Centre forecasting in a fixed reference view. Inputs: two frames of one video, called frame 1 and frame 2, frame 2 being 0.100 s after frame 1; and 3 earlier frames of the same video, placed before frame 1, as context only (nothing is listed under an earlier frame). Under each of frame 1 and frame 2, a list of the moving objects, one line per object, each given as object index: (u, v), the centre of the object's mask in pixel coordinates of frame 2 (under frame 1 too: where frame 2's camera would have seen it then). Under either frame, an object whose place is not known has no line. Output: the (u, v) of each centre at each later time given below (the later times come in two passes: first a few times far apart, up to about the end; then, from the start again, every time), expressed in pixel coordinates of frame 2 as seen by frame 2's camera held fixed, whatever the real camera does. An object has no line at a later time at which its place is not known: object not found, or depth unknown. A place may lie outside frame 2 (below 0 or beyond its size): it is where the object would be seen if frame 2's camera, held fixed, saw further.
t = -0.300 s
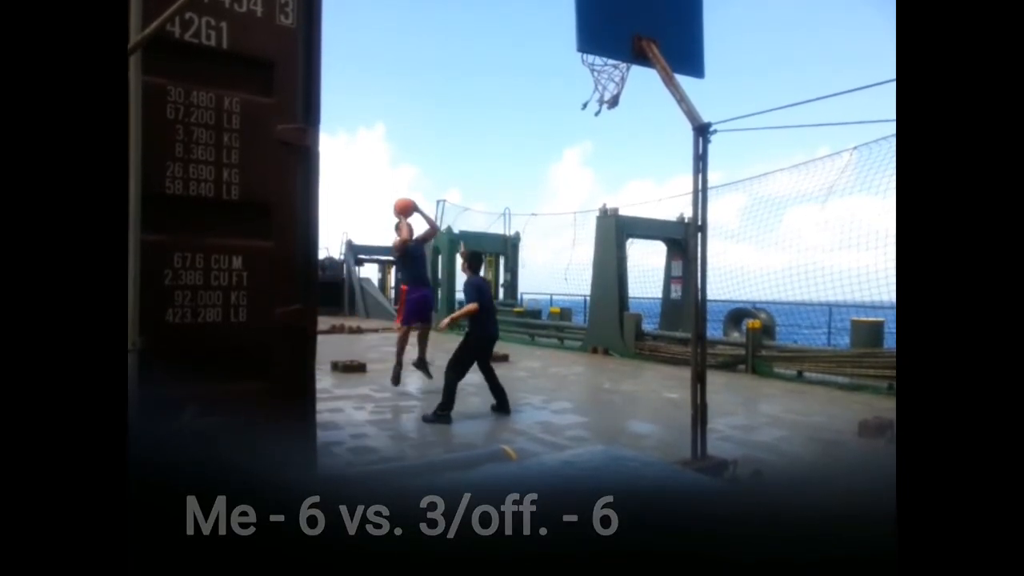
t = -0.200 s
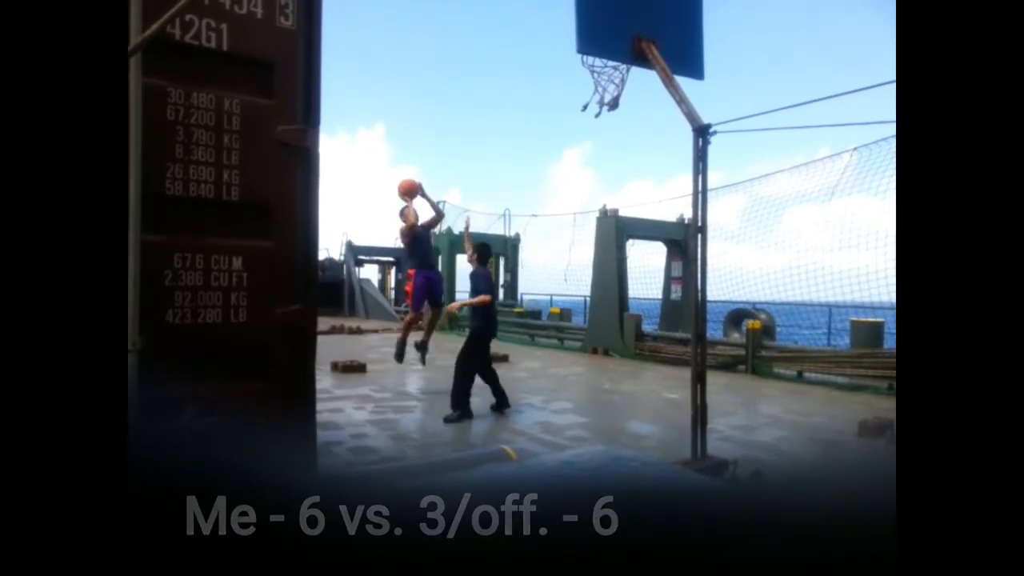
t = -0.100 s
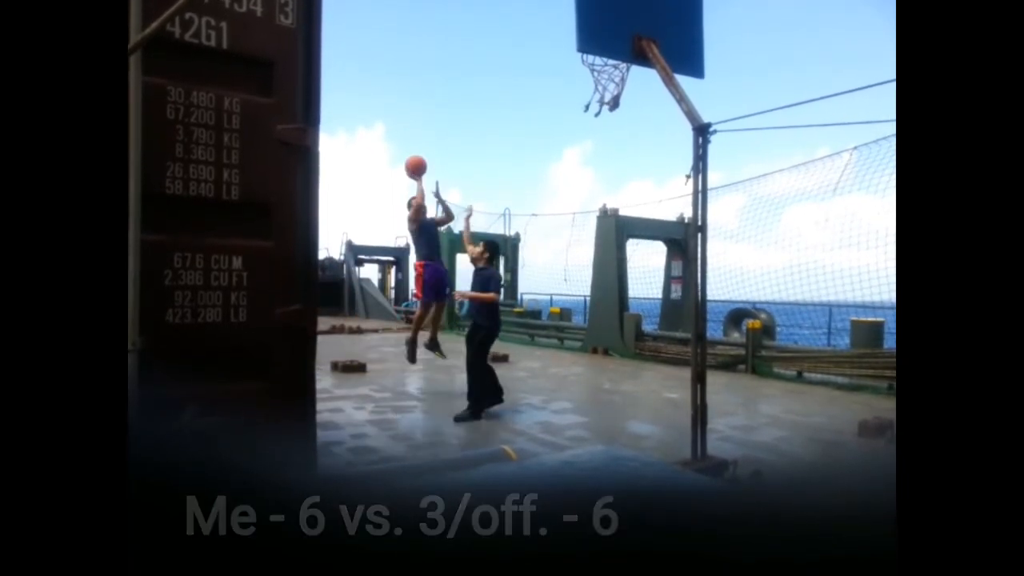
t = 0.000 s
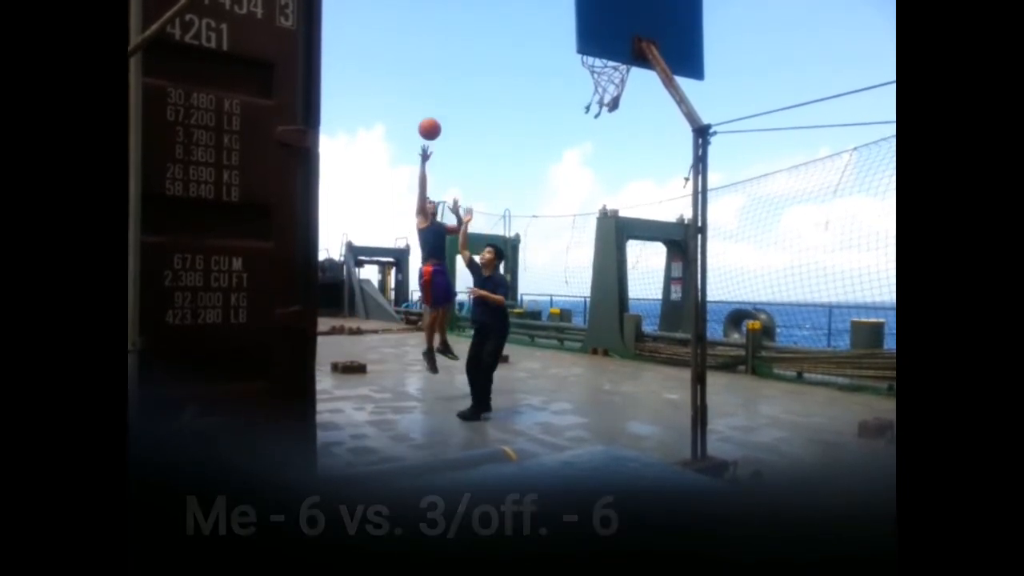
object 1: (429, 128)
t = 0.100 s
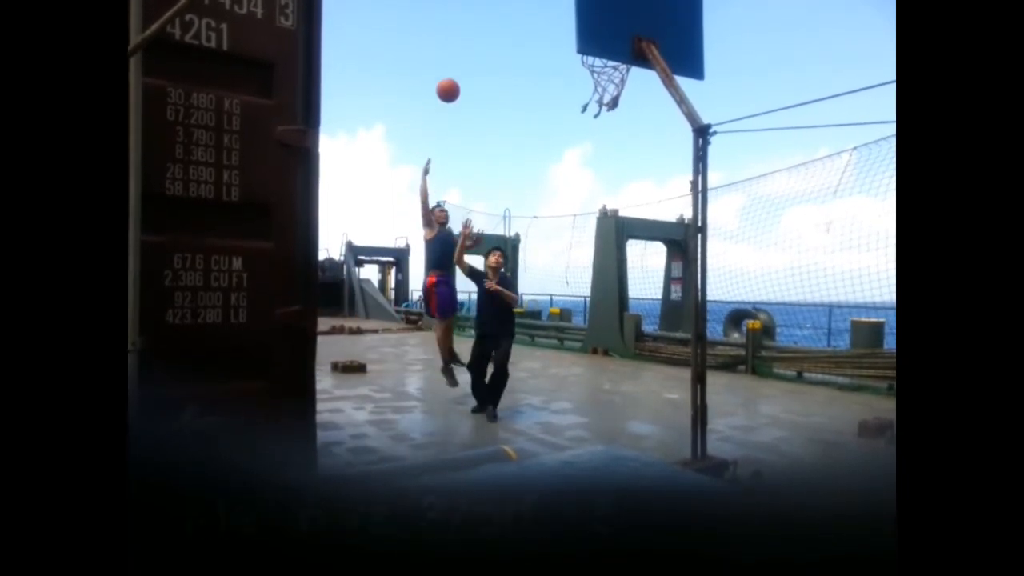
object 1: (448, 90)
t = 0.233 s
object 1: (474, 50)
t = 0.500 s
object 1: (535, 16)
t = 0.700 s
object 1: (575, 50)
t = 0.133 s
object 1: (454, 79)
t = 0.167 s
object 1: (461, 68)
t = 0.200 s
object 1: (468, 60)
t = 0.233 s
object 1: (474, 50)
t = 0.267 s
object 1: (481, 41)
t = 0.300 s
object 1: (489, 35)
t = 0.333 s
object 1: (496, 29)
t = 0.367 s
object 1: (504, 24)
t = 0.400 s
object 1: (511, 20)
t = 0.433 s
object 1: (519, 18)
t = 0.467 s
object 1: (527, 16)
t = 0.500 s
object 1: (535, 16)
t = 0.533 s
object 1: (542, 16)
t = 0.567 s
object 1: (550, 20)
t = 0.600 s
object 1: (558, 24)
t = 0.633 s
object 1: (564, 27)
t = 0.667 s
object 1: (569, 38)
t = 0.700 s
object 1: (575, 50)
